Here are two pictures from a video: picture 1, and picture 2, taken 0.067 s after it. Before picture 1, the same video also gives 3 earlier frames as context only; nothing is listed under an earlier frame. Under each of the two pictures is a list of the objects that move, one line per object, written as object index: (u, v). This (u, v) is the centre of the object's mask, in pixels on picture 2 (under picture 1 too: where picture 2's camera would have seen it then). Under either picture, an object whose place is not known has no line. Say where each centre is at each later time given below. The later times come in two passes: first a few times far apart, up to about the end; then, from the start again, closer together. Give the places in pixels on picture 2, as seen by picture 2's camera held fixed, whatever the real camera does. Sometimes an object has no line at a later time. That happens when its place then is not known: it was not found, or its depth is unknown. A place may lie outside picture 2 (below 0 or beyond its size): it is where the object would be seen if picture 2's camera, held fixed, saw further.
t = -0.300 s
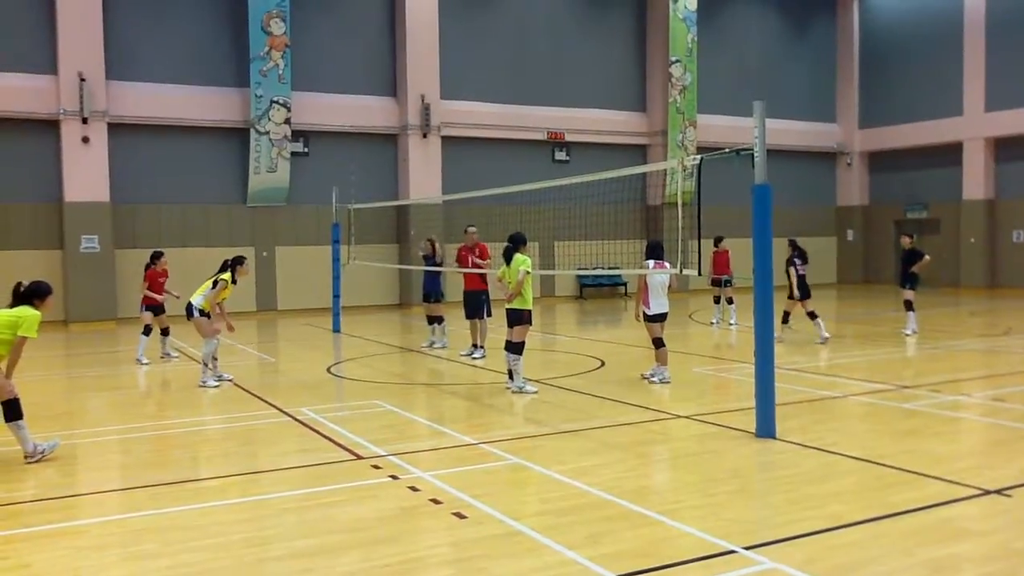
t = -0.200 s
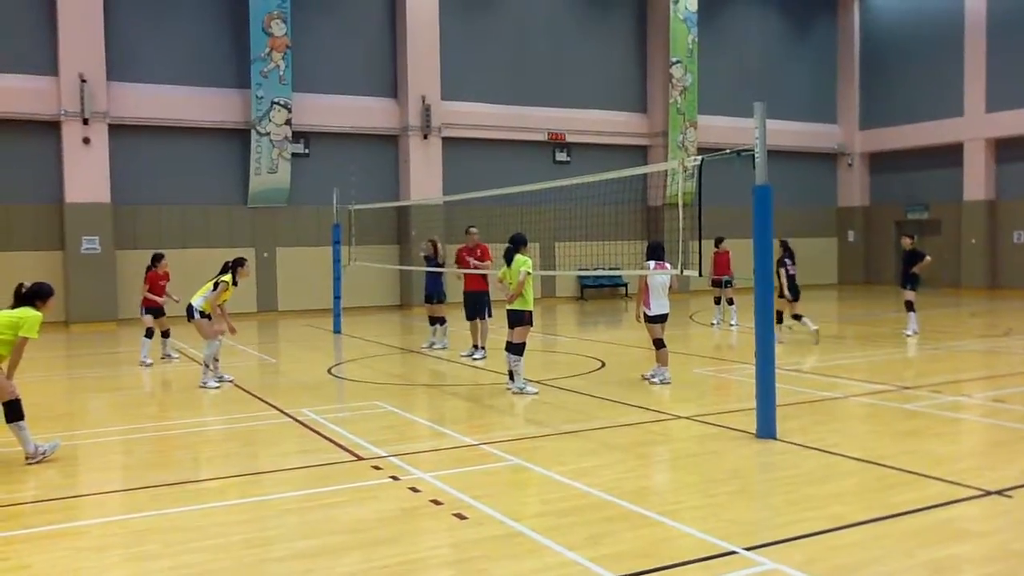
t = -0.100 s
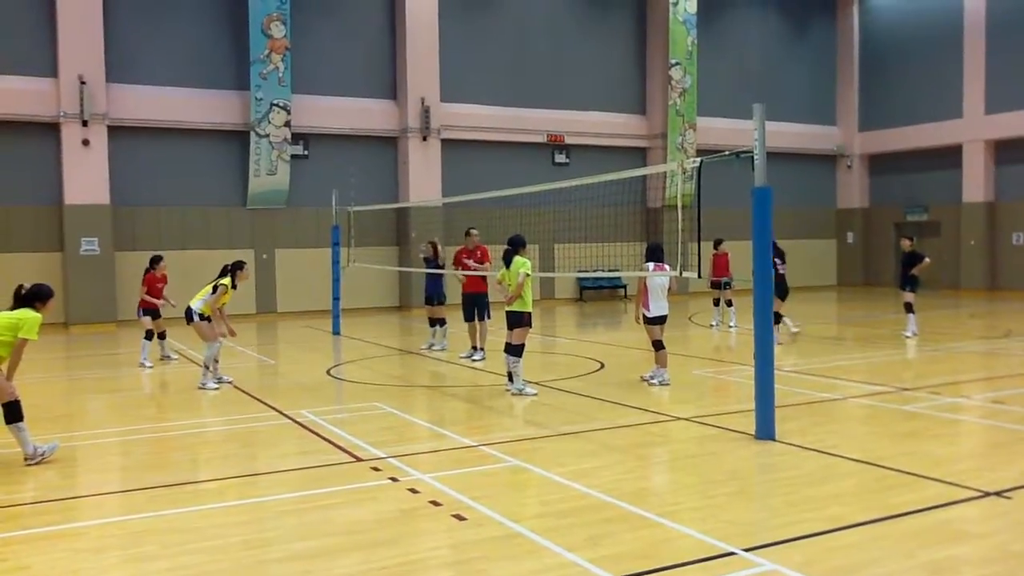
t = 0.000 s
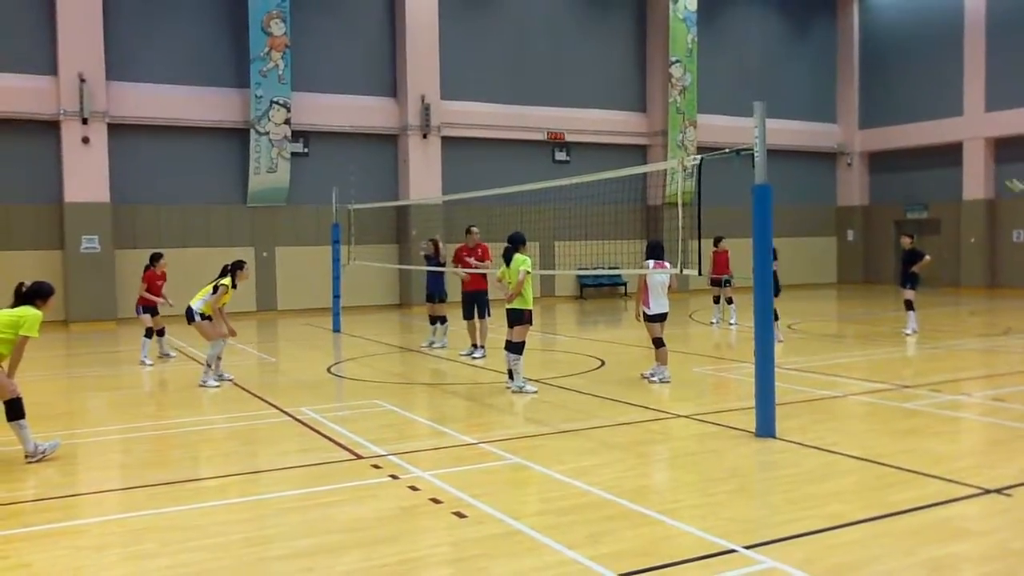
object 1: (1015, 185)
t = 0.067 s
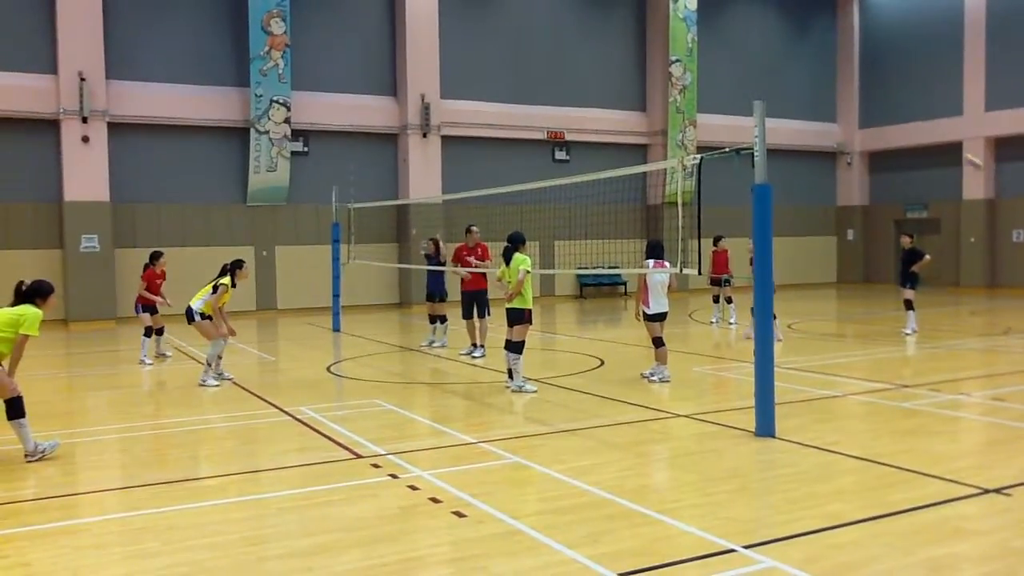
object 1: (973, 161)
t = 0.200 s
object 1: (888, 118)
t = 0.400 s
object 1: (755, 65)
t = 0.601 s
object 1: (610, 38)
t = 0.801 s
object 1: (454, 38)
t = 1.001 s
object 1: (289, 67)
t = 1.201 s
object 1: (115, 133)
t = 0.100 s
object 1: (952, 150)
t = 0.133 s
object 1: (934, 136)
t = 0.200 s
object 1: (888, 118)
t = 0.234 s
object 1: (868, 107)
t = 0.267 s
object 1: (846, 95)
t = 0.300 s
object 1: (823, 89)
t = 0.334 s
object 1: (802, 81)
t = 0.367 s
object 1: (778, 72)
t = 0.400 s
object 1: (755, 65)
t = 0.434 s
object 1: (733, 58)
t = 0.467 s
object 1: (711, 52)
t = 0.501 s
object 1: (685, 48)
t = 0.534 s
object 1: (658, 41)
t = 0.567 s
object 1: (635, 40)
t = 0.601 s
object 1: (610, 38)
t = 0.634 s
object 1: (585, 36)
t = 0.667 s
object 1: (560, 36)
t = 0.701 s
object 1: (535, 36)
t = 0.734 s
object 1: (508, 37)
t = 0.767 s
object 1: (481, 37)
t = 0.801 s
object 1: (454, 38)
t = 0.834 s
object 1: (428, 45)
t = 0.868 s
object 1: (399, 48)
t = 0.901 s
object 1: (372, 52)
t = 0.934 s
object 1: (343, 57)
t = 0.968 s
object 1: (315, 62)
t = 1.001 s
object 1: (289, 67)
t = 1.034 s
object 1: (256, 76)
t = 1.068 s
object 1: (232, 83)
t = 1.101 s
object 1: (201, 95)
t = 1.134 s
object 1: (172, 106)
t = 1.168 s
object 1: (141, 120)
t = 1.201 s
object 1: (115, 133)
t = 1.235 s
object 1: (81, 149)
